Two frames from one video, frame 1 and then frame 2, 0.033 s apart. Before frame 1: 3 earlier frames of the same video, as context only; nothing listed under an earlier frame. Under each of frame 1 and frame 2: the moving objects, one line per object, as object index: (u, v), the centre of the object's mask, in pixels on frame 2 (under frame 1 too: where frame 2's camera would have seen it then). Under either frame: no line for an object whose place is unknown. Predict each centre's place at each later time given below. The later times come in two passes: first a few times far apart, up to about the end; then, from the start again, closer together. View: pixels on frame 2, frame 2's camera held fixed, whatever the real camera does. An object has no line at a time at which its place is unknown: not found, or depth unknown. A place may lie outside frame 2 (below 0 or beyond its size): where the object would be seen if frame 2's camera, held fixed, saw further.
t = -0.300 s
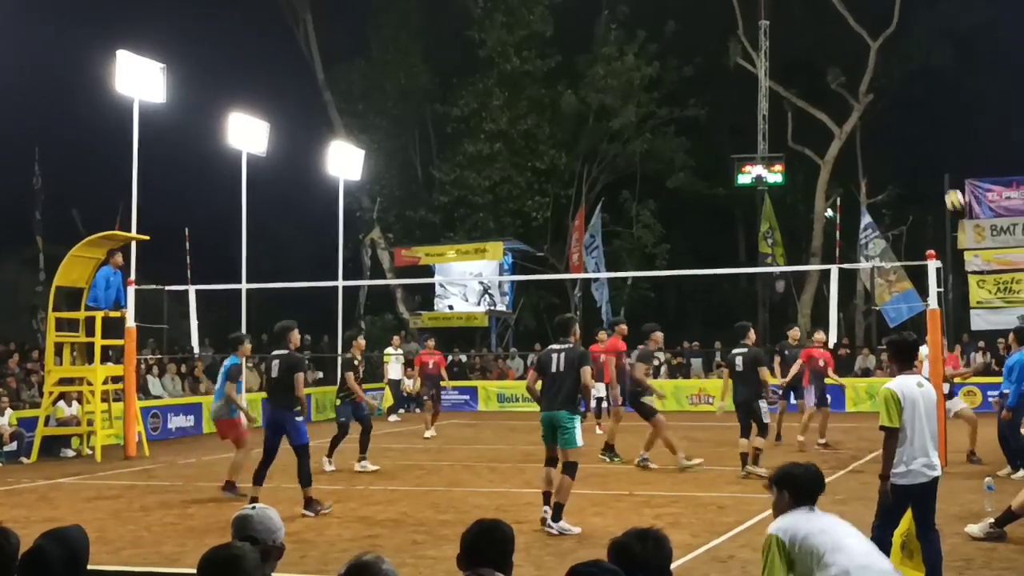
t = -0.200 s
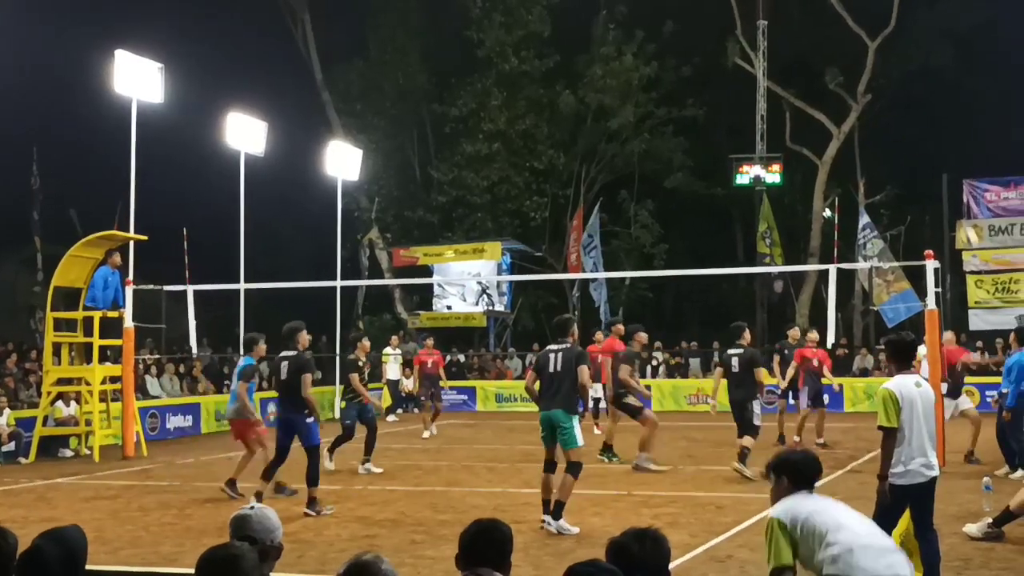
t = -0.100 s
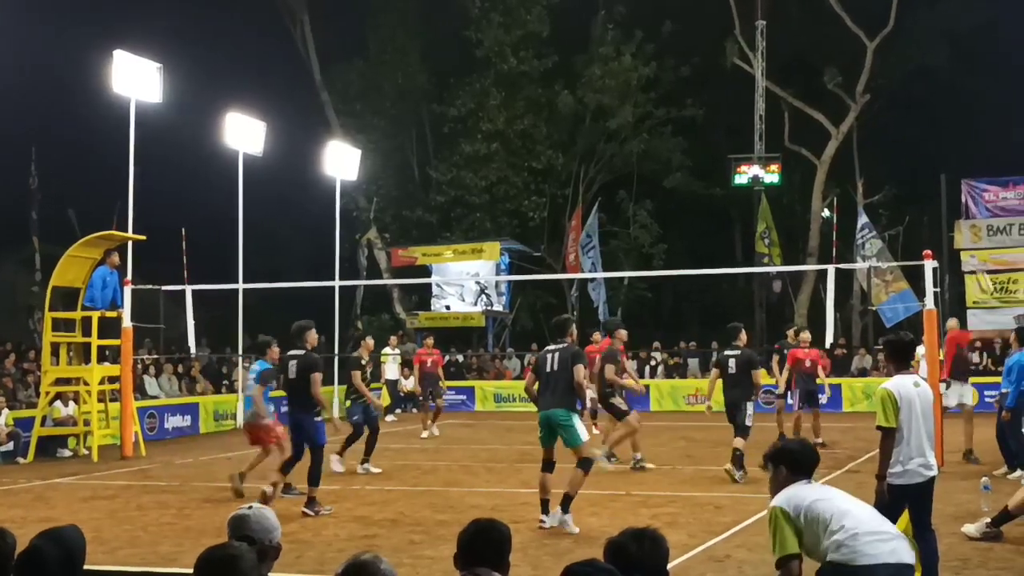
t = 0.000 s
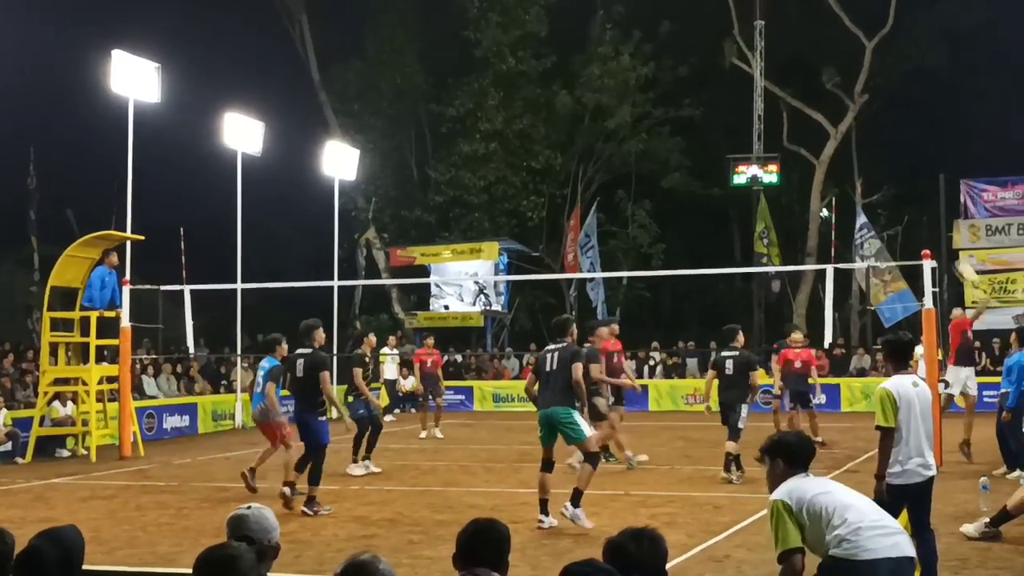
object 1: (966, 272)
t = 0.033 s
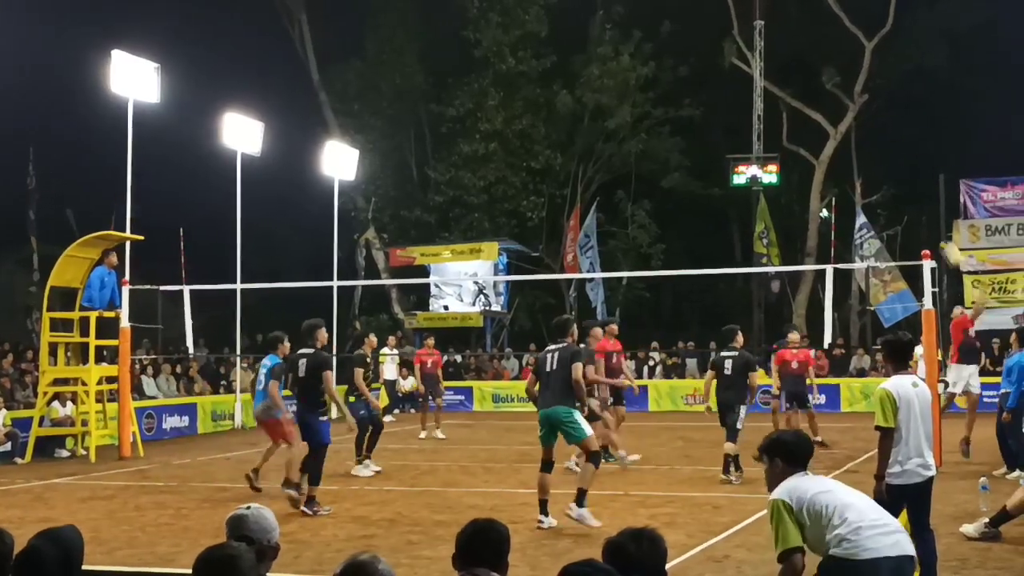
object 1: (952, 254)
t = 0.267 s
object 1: (856, 139)
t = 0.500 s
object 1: (759, 68)
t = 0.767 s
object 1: (650, 42)
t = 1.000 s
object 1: (556, 67)
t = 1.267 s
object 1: (450, 155)
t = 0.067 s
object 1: (938, 235)
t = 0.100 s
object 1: (924, 217)
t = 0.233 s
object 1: (869, 153)
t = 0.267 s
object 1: (856, 139)
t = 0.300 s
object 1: (842, 127)
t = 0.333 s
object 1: (827, 115)
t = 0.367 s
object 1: (814, 103)
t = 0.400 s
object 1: (801, 93)
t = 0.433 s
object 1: (787, 84)
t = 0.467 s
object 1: (774, 75)
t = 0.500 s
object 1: (759, 68)
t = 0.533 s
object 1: (745, 62)
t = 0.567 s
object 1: (731, 56)
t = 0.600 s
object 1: (719, 52)
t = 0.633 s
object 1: (704, 48)
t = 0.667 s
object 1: (691, 45)
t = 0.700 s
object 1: (677, 43)
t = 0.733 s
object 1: (664, 42)
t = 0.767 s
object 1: (650, 42)
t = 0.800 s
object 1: (637, 43)
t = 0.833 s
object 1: (624, 44)
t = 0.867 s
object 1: (609, 47)
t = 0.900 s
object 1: (597, 51)
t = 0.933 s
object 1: (582, 55)
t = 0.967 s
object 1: (569, 61)
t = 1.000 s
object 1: (556, 67)
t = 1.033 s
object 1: (543, 75)
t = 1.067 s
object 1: (529, 84)
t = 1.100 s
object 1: (516, 93)
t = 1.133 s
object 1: (502, 103)
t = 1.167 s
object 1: (489, 115)
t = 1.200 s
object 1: (477, 127)
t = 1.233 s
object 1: (463, 141)
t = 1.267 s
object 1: (450, 155)
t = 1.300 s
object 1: (437, 170)
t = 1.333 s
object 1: (424, 186)
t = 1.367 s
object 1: (411, 204)
